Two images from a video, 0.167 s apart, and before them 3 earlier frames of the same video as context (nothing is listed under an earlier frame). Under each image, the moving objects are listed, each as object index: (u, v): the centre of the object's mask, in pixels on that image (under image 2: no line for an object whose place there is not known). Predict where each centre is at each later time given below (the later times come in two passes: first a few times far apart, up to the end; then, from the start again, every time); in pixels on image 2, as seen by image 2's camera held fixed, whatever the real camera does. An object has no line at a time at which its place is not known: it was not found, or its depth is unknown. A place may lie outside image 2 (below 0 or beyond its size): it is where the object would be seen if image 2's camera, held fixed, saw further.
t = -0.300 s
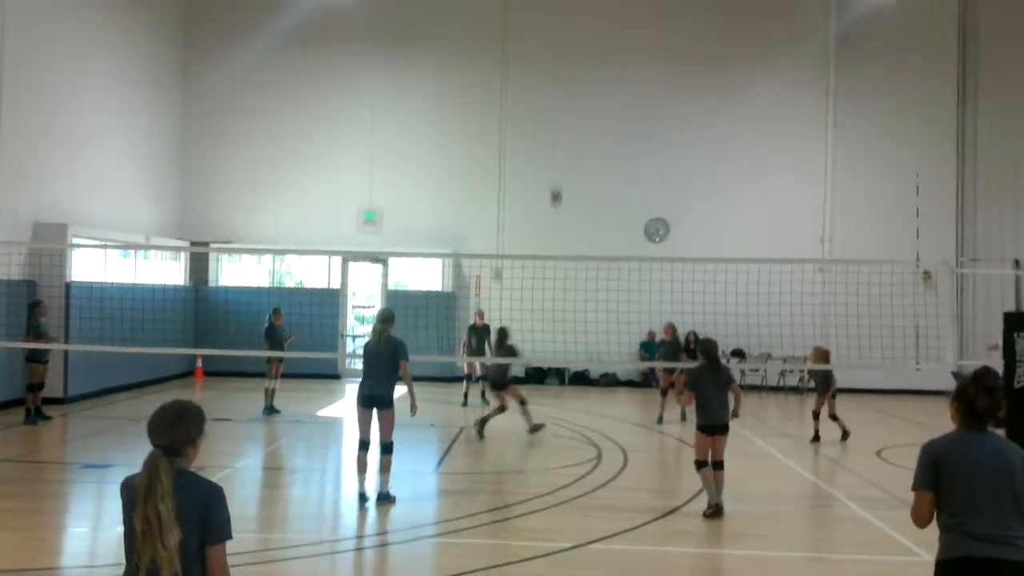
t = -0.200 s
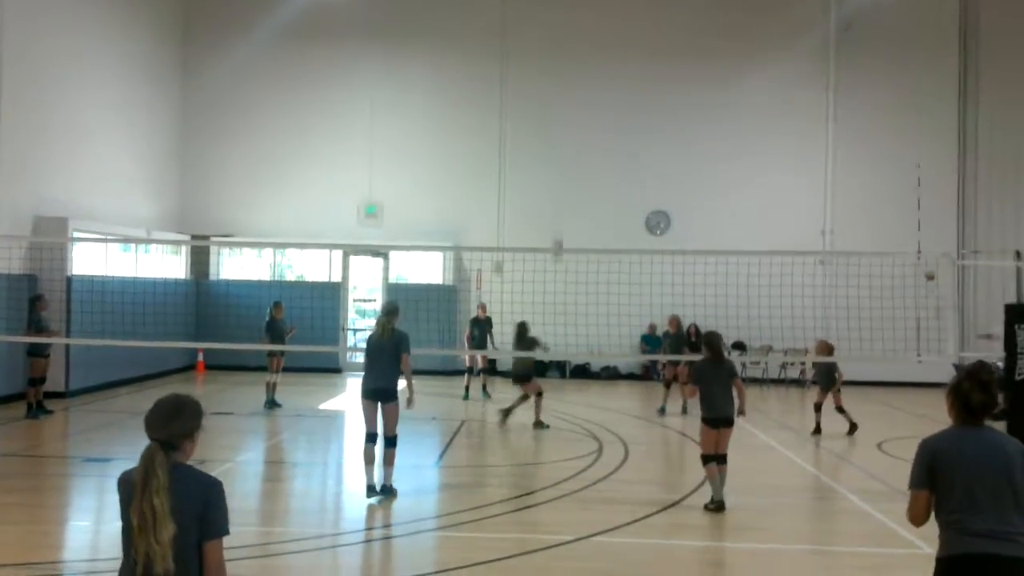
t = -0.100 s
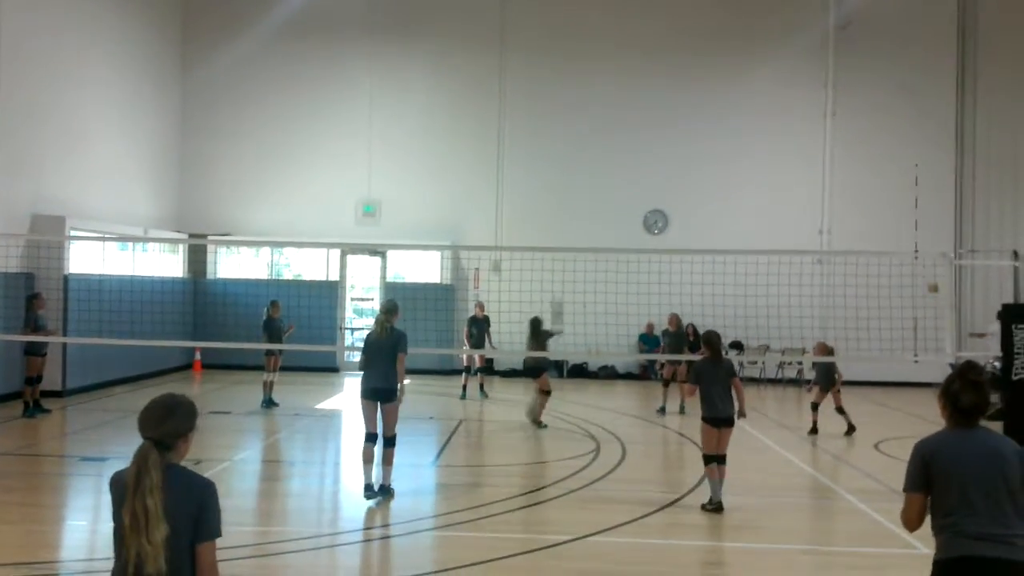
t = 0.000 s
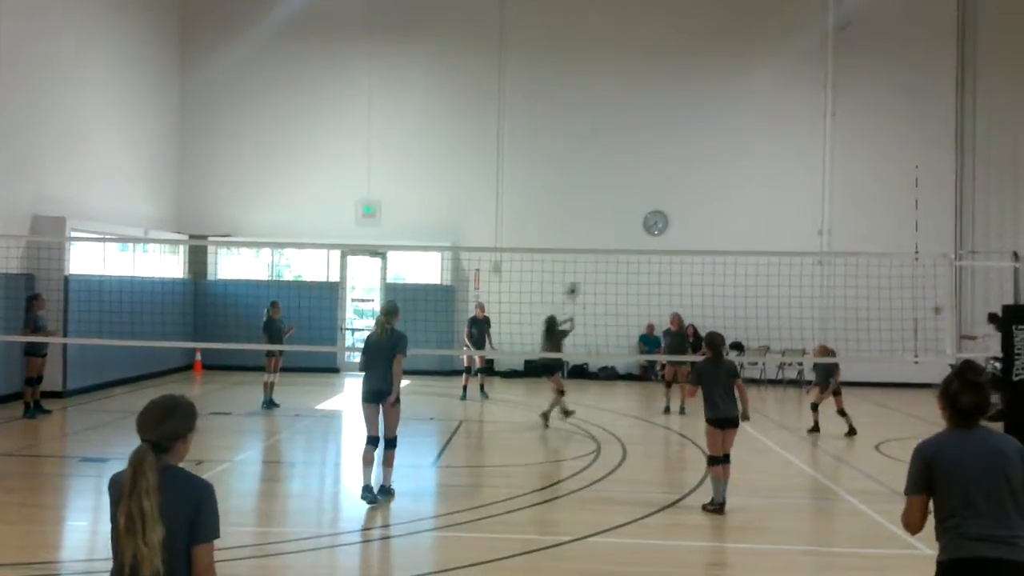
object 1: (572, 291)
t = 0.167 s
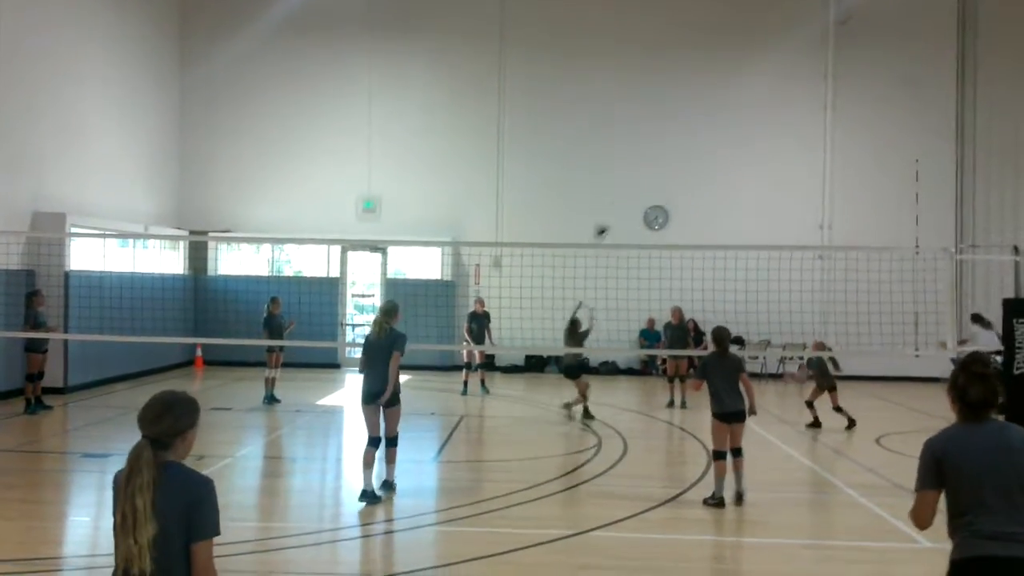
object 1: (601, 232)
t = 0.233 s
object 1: (611, 215)
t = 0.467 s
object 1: (649, 179)
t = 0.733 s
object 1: (693, 187)
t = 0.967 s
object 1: (729, 234)
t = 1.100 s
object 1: (750, 280)
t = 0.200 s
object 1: (606, 223)
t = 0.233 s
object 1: (611, 215)
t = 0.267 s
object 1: (617, 207)
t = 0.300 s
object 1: (622, 201)
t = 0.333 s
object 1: (628, 194)
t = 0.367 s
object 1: (634, 190)
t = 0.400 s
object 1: (639, 186)
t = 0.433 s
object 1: (645, 182)
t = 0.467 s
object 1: (649, 179)
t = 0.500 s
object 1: (655, 178)
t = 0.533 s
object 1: (660, 177)
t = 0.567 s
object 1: (666, 176)
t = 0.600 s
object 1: (672, 176)
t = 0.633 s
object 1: (677, 178)
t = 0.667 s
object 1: (683, 179)
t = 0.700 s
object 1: (687, 182)
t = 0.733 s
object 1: (693, 187)
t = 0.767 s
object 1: (698, 191)
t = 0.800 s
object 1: (703, 195)
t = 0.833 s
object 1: (709, 202)
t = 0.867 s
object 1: (714, 208)
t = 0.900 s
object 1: (719, 216)
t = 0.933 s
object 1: (724, 225)
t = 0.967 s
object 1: (729, 234)
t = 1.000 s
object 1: (734, 242)
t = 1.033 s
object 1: (740, 255)
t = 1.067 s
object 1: (744, 266)
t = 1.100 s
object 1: (750, 280)
